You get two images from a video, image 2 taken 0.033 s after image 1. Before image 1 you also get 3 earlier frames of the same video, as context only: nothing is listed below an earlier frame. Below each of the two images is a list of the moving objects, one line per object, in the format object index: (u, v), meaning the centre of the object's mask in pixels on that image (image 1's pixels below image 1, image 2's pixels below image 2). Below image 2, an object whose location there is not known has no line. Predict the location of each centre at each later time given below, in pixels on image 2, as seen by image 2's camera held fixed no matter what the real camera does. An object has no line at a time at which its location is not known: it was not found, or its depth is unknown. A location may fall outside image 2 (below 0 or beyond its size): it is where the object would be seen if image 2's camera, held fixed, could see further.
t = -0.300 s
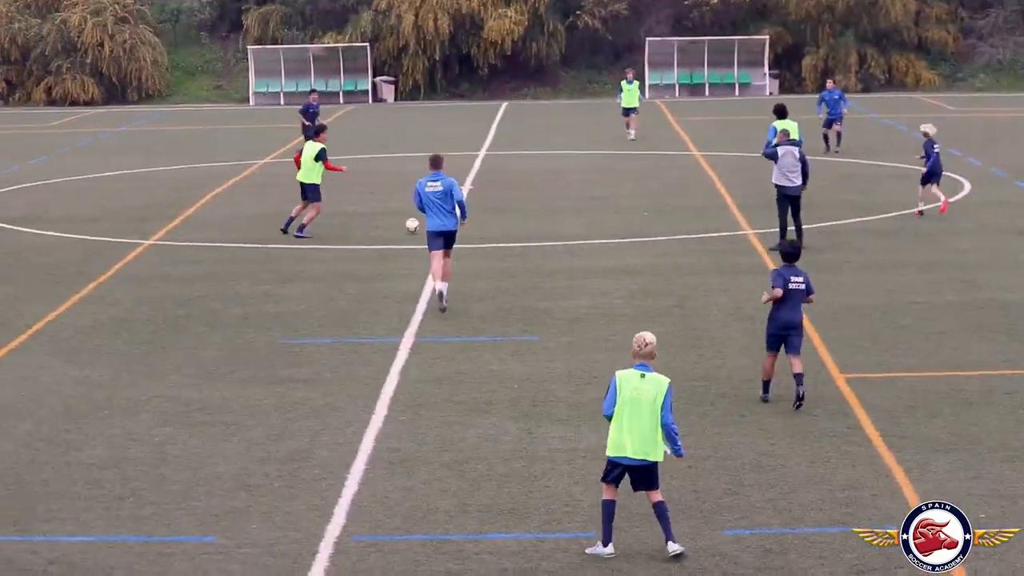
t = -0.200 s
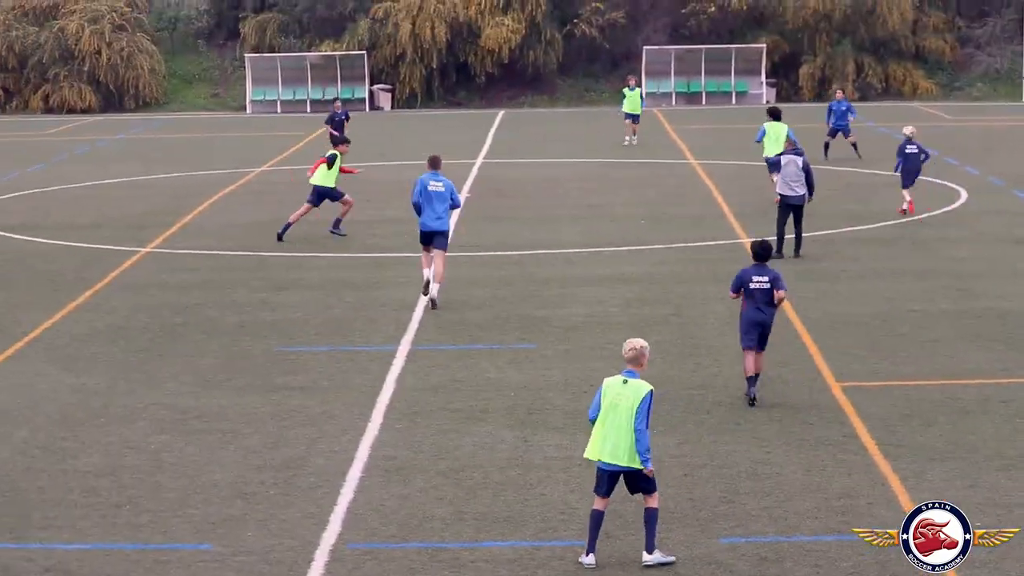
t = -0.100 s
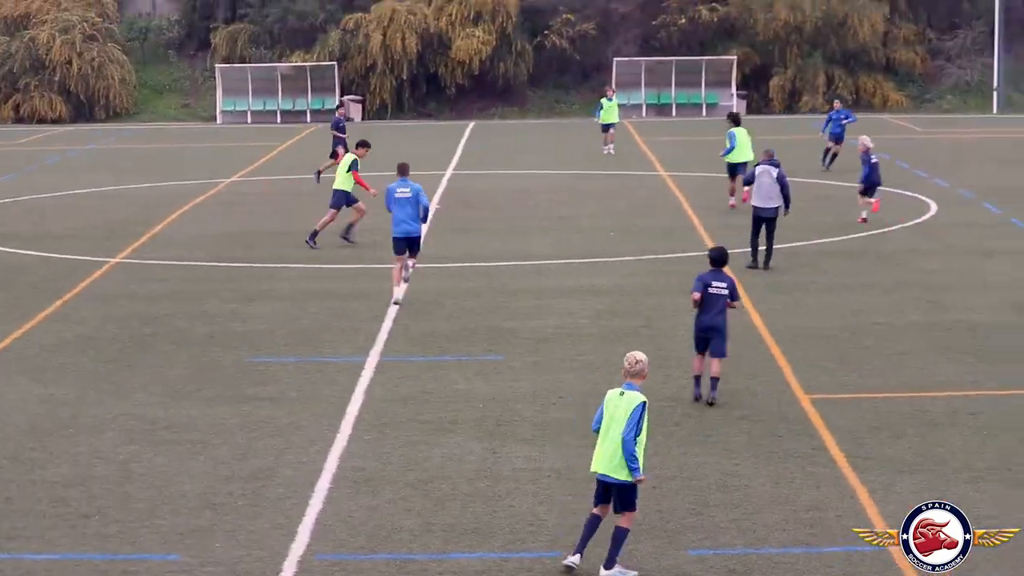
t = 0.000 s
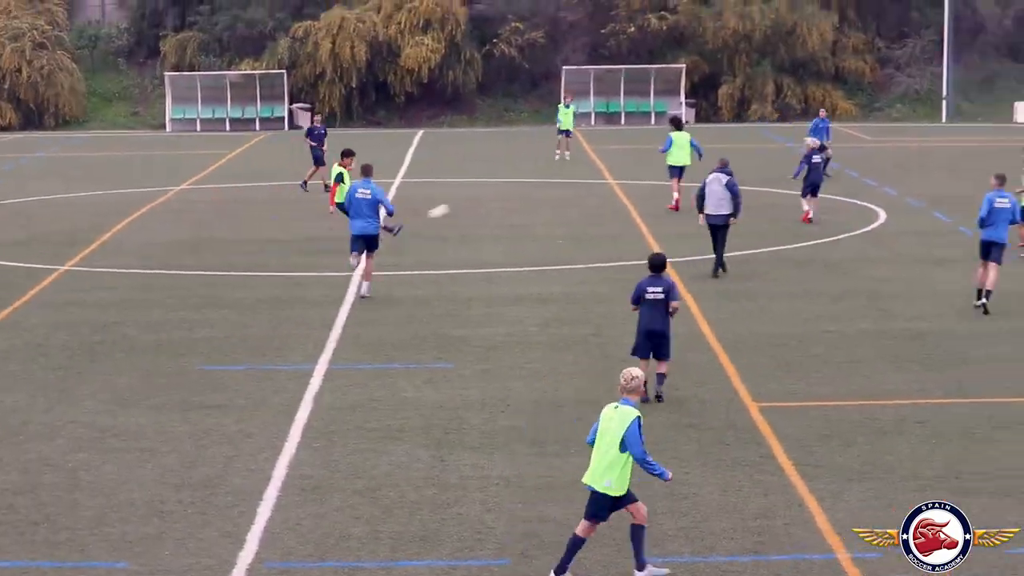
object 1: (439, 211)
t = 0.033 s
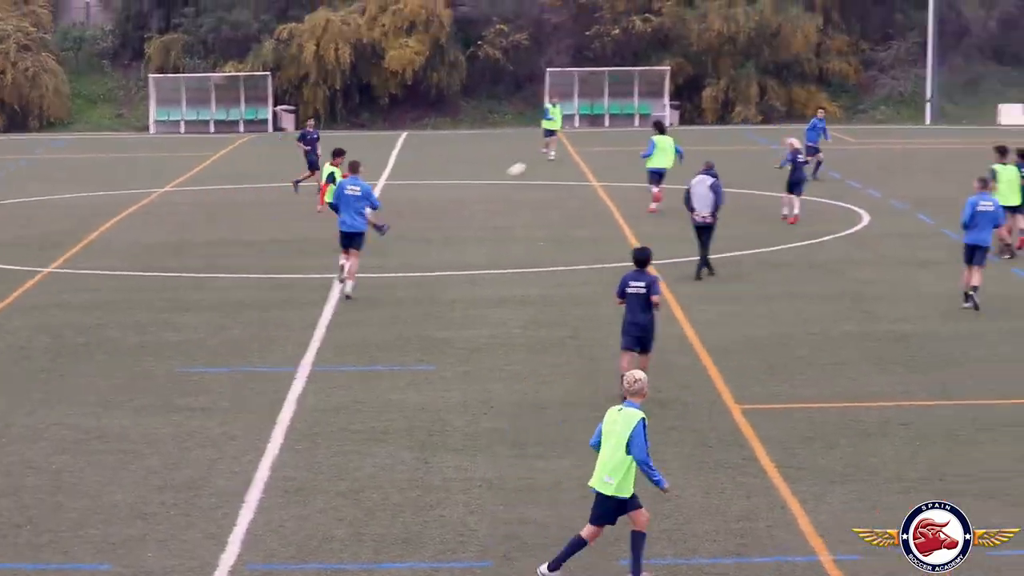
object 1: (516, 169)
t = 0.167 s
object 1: (825, 42)
